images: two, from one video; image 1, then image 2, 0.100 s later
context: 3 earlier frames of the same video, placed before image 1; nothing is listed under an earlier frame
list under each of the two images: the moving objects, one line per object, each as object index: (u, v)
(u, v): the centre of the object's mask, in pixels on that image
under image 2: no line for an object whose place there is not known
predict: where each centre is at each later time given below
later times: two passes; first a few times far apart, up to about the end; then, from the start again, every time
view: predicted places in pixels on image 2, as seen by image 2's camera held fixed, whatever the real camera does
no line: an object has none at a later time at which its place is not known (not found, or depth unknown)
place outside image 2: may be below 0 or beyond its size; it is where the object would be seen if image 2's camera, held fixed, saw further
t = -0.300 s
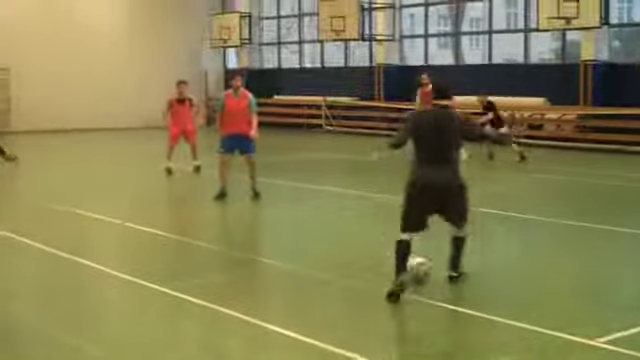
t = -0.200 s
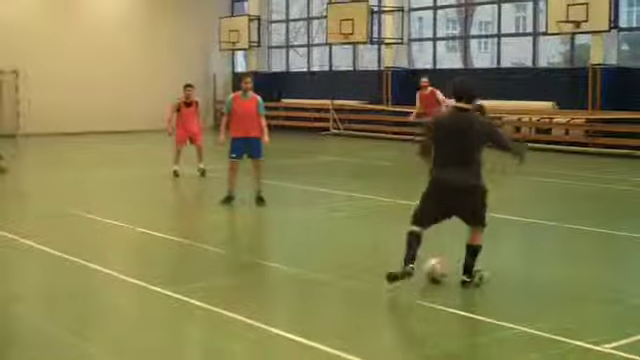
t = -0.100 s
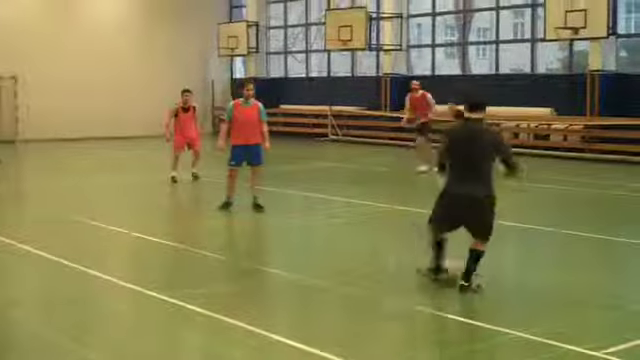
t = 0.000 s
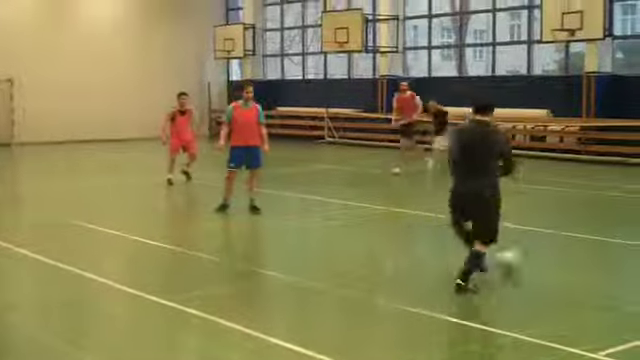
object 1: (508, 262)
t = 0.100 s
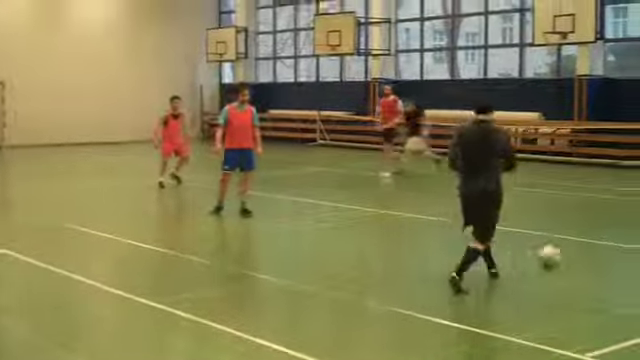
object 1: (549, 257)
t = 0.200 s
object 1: (591, 251)
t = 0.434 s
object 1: (662, 237)
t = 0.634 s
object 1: (709, 228)
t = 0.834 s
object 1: (749, 221)
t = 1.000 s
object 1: (779, 215)
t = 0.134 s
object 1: (563, 254)
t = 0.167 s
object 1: (578, 252)
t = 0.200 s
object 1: (591, 251)
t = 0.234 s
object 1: (602, 247)
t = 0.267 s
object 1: (613, 245)
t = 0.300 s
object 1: (624, 243)
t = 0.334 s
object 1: (634, 242)
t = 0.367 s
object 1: (644, 240)
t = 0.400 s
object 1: (653, 238)
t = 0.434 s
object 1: (662, 237)
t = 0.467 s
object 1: (669, 234)
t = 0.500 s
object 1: (678, 233)
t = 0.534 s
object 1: (685, 232)
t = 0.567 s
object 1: (693, 230)
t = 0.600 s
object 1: (701, 228)
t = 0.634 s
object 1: (709, 228)
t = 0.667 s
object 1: (716, 226)
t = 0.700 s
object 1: (722, 226)
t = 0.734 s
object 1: (730, 224)
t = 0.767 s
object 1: (736, 223)
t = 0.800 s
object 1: (743, 222)
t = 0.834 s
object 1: (749, 221)
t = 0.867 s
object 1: (755, 219)
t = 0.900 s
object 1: (762, 218)
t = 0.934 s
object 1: (768, 218)
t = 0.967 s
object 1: (772, 216)
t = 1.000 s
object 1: (779, 215)
